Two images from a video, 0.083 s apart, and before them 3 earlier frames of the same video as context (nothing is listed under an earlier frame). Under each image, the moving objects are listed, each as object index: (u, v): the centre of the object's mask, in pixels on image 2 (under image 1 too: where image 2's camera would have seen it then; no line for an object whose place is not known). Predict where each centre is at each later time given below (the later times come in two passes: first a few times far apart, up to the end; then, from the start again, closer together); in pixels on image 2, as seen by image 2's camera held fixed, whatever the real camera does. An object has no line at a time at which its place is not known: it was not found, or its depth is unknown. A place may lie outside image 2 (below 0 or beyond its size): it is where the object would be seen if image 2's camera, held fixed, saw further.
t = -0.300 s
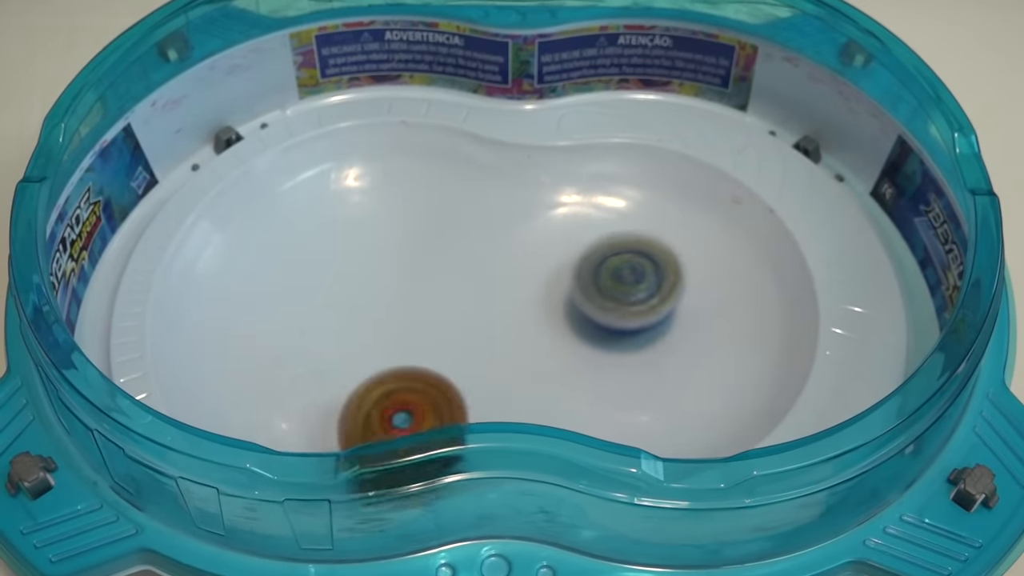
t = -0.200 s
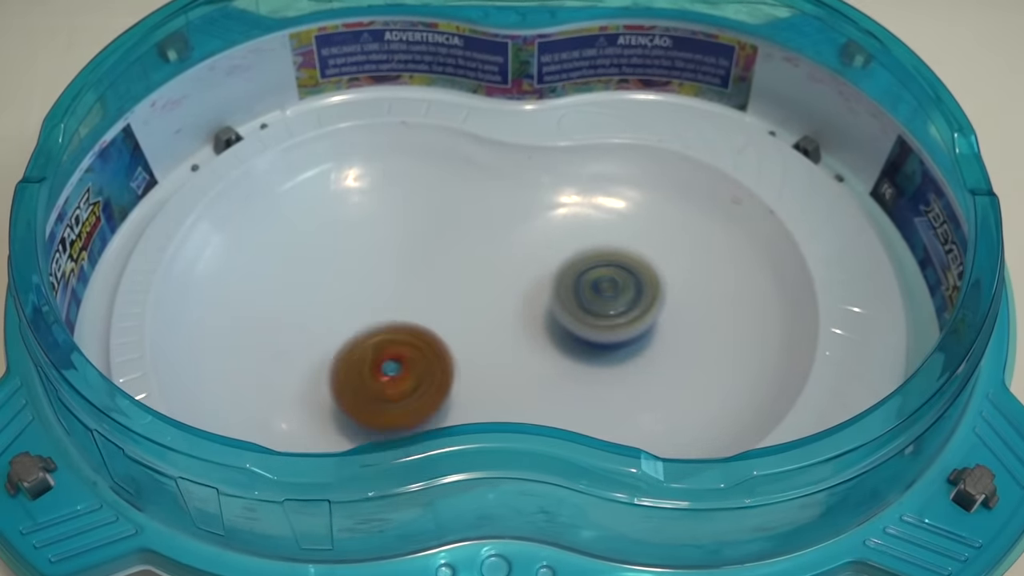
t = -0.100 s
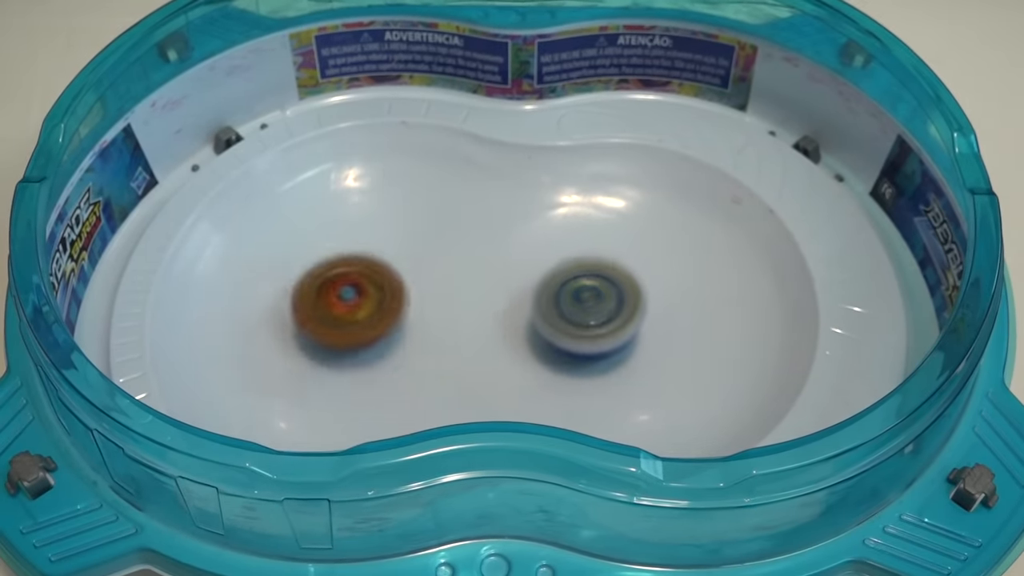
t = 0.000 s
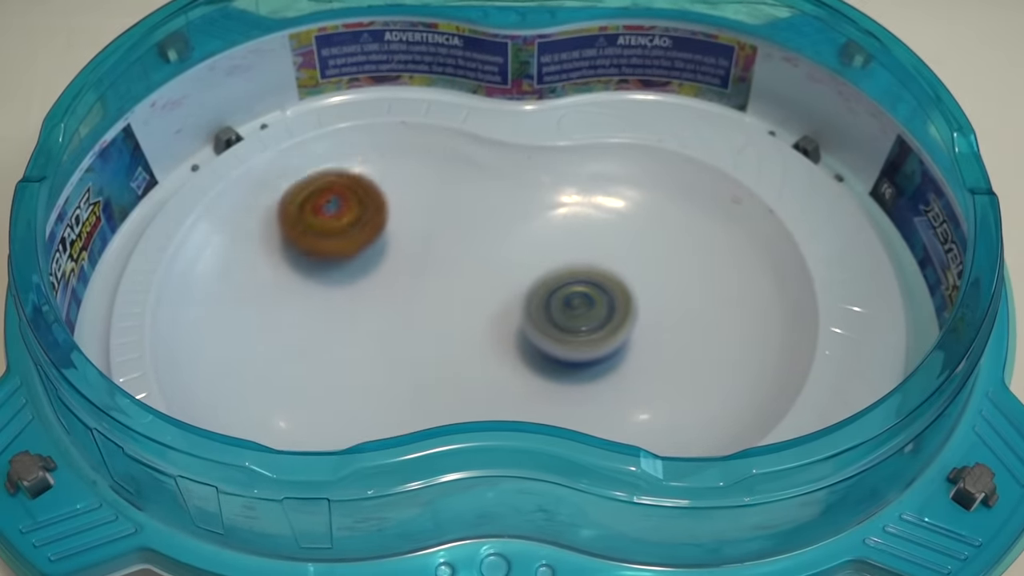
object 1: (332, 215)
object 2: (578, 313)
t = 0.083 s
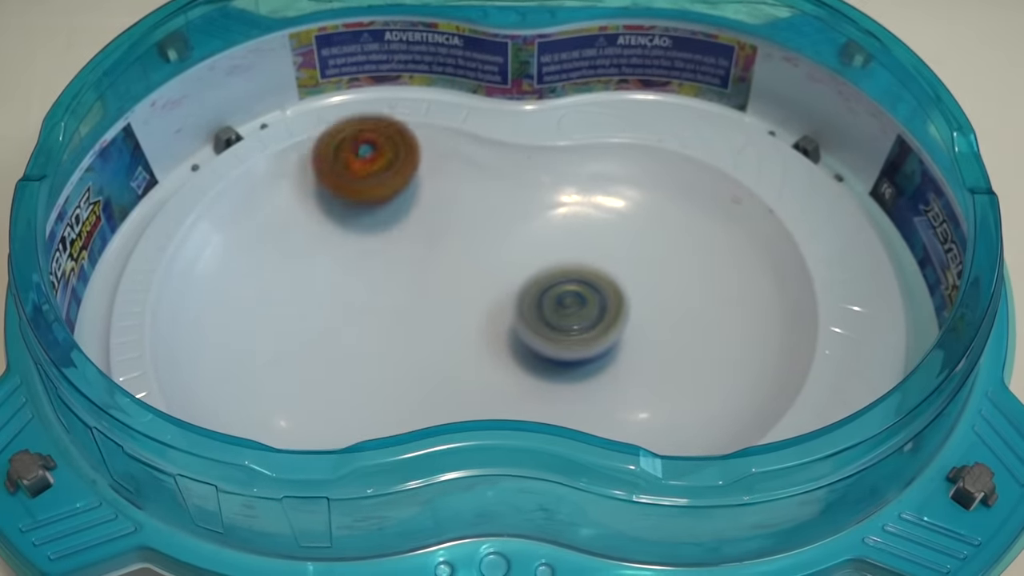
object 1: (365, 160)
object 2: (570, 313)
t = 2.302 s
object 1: (344, 234)
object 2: (585, 300)
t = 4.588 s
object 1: (282, 386)
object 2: (435, 277)
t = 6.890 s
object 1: (344, 324)
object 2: (437, 241)
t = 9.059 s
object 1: (446, 261)
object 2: (599, 302)
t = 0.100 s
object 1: (376, 155)
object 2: (568, 313)
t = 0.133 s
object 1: (399, 152)
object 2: (566, 315)
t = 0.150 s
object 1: (411, 156)
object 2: (566, 315)
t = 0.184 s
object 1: (436, 169)
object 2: (565, 314)
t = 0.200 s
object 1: (449, 180)
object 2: (563, 313)
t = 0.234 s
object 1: (471, 209)
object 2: (556, 313)
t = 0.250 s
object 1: (483, 226)
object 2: (555, 314)
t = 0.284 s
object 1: (484, 247)
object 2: (574, 330)
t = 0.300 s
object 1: (483, 255)
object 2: (586, 338)
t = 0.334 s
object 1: (479, 272)
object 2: (611, 351)
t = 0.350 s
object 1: (474, 281)
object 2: (623, 356)
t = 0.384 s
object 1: (460, 296)
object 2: (645, 365)
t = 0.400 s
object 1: (452, 299)
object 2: (656, 368)
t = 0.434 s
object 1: (434, 313)
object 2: (680, 370)
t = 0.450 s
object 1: (423, 314)
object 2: (691, 369)
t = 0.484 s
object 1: (400, 325)
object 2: (709, 362)
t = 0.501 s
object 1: (385, 329)
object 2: (716, 358)
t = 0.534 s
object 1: (355, 332)
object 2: (726, 344)
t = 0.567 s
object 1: (329, 331)
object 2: (729, 328)
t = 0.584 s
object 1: (316, 329)
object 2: (728, 319)
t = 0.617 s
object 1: (295, 322)
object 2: (721, 301)
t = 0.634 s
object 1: (286, 316)
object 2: (716, 292)
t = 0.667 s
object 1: (274, 302)
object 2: (700, 275)
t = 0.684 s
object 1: (270, 295)
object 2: (690, 267)
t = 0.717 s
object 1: (269, 278)
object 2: (667, 254)
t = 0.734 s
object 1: (273, 270)
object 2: (655, 249)
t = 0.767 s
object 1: (286, 257)
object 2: (629, 245)
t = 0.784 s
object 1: (295, 252)
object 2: (615, 244)
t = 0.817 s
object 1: (313, 242)
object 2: (589, 246)
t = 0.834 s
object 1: (323, 238)
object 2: (575, 247)
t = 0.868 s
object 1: (345, 235)
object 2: (549, 255)
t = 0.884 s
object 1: (357, 235)
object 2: (534, 262)
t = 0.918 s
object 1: (380, 242)
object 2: (504, 275)
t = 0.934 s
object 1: (387, 246)
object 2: (490, 283)
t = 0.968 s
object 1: (372, 252)
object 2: (492, 305)
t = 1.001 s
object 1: (351, 260)
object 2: (496, 326)
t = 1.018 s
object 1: (340, 264)
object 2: (500, 334)
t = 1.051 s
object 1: (321, 270)
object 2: (511, 349)
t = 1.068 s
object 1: (313, 272)
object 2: (519, 356)
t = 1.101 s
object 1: (302, 273)
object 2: (538, 364)
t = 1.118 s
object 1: (298, 272)
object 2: (550, 367)
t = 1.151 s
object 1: (293, 268)
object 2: (575, 370)
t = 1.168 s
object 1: (292, 265)
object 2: (589, 372)
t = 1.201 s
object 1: (294, 257)
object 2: (618, 374)
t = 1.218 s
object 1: (298, 253)
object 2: (633, 374)
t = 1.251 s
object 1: (308, 244)
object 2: (660, 373)
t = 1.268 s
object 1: (315, 241)
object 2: (673, 371)
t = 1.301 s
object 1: (331, 239)
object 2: (694, 364)
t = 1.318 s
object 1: (339, 241)
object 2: (702, 359)
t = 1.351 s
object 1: (357, 250)
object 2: (711, 345)
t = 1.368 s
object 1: (366, 257)
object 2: (712, 337)
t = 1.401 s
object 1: (380, 275)
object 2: (710, 319)
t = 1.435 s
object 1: (390, 297)
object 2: (700, 301)
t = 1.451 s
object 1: (393, 309)
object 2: (693, 292)
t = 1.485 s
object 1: (396, 336)
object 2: (673, 277)
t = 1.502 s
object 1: (395, 350)
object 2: (662, 270)
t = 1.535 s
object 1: (390, 376)
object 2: (636, 262)
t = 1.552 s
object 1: (384, 382)
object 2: (622, 259)
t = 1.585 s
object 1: (371, 399)
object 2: (595, 260)
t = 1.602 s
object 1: (364, 400)
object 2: (582, 260)
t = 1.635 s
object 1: (348, 407)
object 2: (553, 264)
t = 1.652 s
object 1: (339, 408)
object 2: (539, 267)
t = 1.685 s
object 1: (325, 404)
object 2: (510, 272)
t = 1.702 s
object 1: (320, 403)
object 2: (494, 274)
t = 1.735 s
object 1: (310, 397)
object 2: (462, 278)
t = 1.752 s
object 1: (303, 385)
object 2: (446, 281)
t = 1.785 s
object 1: (289, 366)
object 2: (414, 287)
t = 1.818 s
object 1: (281, 344)
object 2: (386, 294)
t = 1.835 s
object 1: (266, 338)
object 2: (382, 292)
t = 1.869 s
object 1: (237, 328)
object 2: (384, 283)
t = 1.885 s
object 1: (227, 321)
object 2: (382, 280)
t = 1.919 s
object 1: (214, 306)
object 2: (376, 276)
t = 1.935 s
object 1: (214, 297)
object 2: (371, 275)
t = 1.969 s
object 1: (226, 281)
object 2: (363, 275)
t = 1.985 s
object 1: (238, 274)
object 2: (360, 277)
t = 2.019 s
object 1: (237, 256)
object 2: (381, 282)
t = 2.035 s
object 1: (237, 245)
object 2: (395, 281)
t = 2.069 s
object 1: (244, 228)
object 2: (418, 280)
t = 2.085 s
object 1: (253, 223)
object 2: (427, 279)
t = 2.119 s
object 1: (272, 220)
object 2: (444, 275)
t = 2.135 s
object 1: (284, 219)
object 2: (451, 274)
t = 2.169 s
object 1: (318, 221)
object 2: (463, 270)
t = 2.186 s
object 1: (336, 225)
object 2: (467, 268)
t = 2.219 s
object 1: (369, 236)
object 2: (476, 267)
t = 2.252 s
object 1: (360, 231)
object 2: (521, 282)
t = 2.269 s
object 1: (357, 233)
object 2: (544, 289)
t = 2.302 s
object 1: (344, 234)
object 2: (585, 300)
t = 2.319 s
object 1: (339, 236)
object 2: (602, 303)
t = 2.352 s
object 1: (332, 242)
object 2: (636, 314)
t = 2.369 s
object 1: (332, 247)
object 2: (655, 318)
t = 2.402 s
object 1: (330, 262)
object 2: (685, 323)
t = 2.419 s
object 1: (330, 270)
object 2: (697, 323)
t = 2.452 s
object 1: (333, 286)
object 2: (720, 322)
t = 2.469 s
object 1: (333, 293)
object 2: (733, 319)
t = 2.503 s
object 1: (331, 305)
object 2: (750, 308)
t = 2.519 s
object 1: (333, 308)
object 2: (757, 301)
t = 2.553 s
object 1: (334, 316)
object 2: (762, 287)
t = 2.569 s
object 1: (331, 318)
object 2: (762, 279)
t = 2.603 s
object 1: (327, 322)
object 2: (754, 266)
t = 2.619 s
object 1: (326, 324)
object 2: (748, 260)
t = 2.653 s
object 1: (316, 327)
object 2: (735, 247)
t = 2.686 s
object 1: (309, 329)
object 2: (714, 237)
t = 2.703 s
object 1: (305, 330)
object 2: (704, 234)
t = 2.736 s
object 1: (297, 331)
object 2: (682, 235)
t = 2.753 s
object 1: (296, 331)
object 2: (669, 237)
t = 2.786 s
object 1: (298, 334)
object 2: (649, 249)
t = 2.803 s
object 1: (300, 337)
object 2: (640, 255)
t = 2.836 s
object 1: (310, 340)
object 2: (626, 270)
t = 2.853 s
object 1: (317, 344)
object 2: (620, 280)
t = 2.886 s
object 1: (329, 350)
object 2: (613, 300)
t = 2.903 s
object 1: (337, 351)
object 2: (610, 311)
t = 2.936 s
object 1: (351, 355)
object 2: (604, 330)
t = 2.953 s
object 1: (355, 356)
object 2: (602, 342)
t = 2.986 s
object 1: (364, 354)
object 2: (601, 360)
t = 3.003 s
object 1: (366, 353)
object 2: (601, 367)
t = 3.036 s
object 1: (364, 351)
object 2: (602, 384)
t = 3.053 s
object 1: (365, 350)
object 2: (607, 387)
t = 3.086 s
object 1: (363, 351)
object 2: (619, 395)
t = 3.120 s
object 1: (363, 353)
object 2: (635, 403)
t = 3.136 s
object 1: (364, 356)
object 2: (645, 405)
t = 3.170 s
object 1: (361, 363)
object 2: (661, 407)
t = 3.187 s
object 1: (364, 363)
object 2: (670, 409)
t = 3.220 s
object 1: (367, 366)
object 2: (691, 405)
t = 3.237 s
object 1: (369, 366)
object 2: (700, 399)
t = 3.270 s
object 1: (379, 366)
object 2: (712, 384)
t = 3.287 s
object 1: (380, 365)
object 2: (716, 375)
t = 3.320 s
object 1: (384, 360)
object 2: (714, 357)
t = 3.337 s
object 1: (384, 359)
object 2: (710, 349)
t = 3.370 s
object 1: (380, 353)
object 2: (694, 332)
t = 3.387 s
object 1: (380, 350)
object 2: (682, 326)
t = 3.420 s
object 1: (375, 343)
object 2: (660, 313)
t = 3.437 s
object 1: (373, 339)
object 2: (647, 310)
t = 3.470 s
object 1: (372, 334)
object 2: (620, 306)
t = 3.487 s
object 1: (370, 332)
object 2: (606, 303)
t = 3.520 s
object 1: (375, 326)
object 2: (576, 299)
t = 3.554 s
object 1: (382, 321)
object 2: (548, 296)
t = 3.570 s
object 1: (391, 316)
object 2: (534, 294)
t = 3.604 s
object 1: (394, 310)
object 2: (514, 291)
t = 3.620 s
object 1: (377, 307)
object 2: (523, 283)
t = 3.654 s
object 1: (346, 307)
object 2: (532, 273)
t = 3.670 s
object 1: (332, 302)
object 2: (537, 269)
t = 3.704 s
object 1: (313, 296)
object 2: (537, 260)
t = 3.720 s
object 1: (303, 290)
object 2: (536, 257)
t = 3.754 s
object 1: (296, 280)
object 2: (530, 249)
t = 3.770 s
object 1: (292, 273)
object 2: (523, 246)
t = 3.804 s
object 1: (295, 260)
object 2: (511, 240)
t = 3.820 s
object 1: (296, 254)
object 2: (501, 238)
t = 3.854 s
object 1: (312, 244)
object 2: (483, 236)
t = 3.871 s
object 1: (318, 241)
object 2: (470, 234)
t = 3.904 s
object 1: (335, 237)
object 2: (447, 235)
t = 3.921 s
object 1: (326, 234)
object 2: (450, 232)
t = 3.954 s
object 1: (316, 231)
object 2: (458, 227)
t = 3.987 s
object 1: (310, 229)
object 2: (458, 223)
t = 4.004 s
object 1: (310, 232)
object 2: (459, 221)
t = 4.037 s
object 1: (311, 234)
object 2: (457, 215)
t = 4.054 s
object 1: (314, 239)
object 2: (457, 211)
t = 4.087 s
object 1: (321, 243)
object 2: (456, 204)
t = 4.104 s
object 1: (325, 248)
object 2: (454, 201)
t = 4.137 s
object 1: (335, 253)
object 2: (450, 195)
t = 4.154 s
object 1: (339, 258)
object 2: (447, 194)
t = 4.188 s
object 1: (351, 263)
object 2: (437, 191)
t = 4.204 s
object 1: (355, 265)
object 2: (431, 191)
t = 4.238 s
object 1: (358, 273)
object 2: (425, 187)
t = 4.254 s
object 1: (356, 276)
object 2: (418, 186)
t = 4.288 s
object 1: (356, 288)
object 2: (407, 192)
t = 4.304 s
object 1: (352, 294)
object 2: (401, 196)
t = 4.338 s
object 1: (348, 305)
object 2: (389, 210)
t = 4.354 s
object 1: (341, 311)
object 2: (385, 218)
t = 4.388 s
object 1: (330, 324)
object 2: (380, 235)
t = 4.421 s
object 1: (311, 349)
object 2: (387, 239)
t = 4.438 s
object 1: (301, 359)
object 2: (391, 240)
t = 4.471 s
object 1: (290, 376)
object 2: (401, 247)
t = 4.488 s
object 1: (285, 379)
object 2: (406, 249)
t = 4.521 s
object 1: (284, 386)
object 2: (416, 256)
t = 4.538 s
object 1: (281, 387)
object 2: (420, 261)
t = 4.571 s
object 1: (280, 388)
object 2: (430, 271)
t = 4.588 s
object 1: (282, 386)
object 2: (435, 277)
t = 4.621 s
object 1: (283, 377)
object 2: (445, 287)
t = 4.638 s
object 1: (287, 373)
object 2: (452, 292)
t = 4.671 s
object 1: (289, 361)
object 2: (464, 301)
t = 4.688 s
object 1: (290, 355)
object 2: (471, 306)
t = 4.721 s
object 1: (296, 346)
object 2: (485, 316)
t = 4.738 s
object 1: (298, 342)
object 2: (493, 322)
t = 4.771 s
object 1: (310, 335)
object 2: (508, 331)
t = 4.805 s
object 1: (327, 331)
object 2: (523, 341)
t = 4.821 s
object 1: (333, 331)
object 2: (531, 345)
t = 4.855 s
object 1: (352, 330)
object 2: (549, 355)
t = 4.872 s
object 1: (361, 330)
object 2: (559, 358)
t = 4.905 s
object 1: (382, 334)
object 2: (576, 367)
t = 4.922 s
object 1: (394, 335)
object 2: (586, 370)
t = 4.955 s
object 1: (410, 341)
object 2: (605, 378)
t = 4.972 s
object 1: (420, 345)
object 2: (615, 381)
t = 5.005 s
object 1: (438, 352)
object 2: (635, 387)
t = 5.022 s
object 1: (444, 354)
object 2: (646, 390)
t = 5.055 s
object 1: (458, 356)
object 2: (668, 391)
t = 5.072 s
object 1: (463, 354)
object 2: (677, 391)
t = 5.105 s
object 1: (471, 353)
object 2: (697, 384)
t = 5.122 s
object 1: (478, 351)
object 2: (703, 382)
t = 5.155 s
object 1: (488, 348)
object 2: (717, 365)
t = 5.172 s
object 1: (491, 349)
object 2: (722, 360)
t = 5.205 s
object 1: (502, 345)
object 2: (726, 342)
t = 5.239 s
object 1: (516, 340)
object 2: (725, 321)
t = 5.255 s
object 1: (521, 337)
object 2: (720, 313)
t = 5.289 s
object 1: (537, 327)
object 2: (709, 298)
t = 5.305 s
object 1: (546, 321)
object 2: (701, 293)
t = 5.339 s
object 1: (559, 311)
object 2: (682, 284)
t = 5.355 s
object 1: (559, 313)
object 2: (678, 283)
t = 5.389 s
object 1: (503, 322)
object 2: (715, 263)
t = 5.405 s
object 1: (471, 325)
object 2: (735, 250)
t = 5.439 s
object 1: (416, 333)
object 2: (748, 228)
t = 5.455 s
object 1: (393, 335)
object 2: (750, 219)
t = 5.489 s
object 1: (345, 336)
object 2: (743, 208)
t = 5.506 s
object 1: (320, 333)
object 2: (735, 208)
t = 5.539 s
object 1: (282, 325)
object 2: (709, 210)
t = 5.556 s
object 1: (270, 320)
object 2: (695, 212)
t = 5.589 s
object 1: (245, 305)
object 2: (663, 214)
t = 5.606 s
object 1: (234, 295)
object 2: (650, 215)
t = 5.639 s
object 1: (227, 275)
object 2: (626, 220)
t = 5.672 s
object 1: (230, 256)
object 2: (607, 226)
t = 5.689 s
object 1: (236, 249)
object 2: (598, 233)
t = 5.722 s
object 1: (254, 237)
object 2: (582, 241)
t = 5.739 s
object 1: (265, 230)
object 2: (572, 247)
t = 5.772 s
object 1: (292, 222)
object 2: (554, 256)
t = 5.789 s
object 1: (308, 222)
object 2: (547, 263)
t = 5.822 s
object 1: (332, 221)
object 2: (529, 274)
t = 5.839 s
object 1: (342, 219)
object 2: (520, 278)
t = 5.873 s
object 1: (363, 223)
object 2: (505, 285)
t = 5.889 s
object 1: (372, 226)
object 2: (496, 289)
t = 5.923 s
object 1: (389, 232)
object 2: (481, 296)
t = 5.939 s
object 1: (396, 237)
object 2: (473, 299)
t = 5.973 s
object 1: (383, 219)
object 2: (476, 331)
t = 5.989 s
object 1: (374, 211)
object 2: (477, 343)
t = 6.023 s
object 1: (355, 199)
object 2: (480, 363)
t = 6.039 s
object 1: (349, 193)
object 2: (481, 370)
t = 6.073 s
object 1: (337, 193)
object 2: (486, 377)
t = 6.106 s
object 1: (331, 200)
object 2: (493, 379)
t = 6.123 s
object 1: (329, 205)
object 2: (499, 380)
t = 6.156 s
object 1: (336, 217)
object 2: (511, 380)
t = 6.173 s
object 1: (341, 228)
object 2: (516, 380)
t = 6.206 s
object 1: (350, 243)
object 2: (530, 380)
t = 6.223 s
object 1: (357, 247)
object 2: (539, 379)
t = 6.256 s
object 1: (367, 259)
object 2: (552, 379)
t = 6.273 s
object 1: (367, 264)
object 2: (556, 378)
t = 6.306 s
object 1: (375, 272)
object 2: (565, 377)
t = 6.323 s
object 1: (381, 279)
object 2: (568, 376)
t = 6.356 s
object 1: (386, 286)
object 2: (571, 373)
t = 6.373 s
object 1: (390, 286)
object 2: (571, 371)
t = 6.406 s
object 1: (393, 292)
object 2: (571, 363)
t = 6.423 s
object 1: (391, 291)
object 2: (571, 360)
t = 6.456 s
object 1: (388, 292)
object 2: (565, 352)
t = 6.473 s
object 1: (386, 294)
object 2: (560, 346)
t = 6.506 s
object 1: (376, 293)
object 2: (550, 337)
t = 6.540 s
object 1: (366, 293)
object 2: (539, 327)
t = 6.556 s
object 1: (364, 294)
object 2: (535, 322)
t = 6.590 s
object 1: (356, 294)
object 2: (524, 312)
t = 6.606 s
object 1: (351, 294)
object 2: (517, 307)
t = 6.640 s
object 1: (345, 298)
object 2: (506, 298)
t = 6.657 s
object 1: (342, 300)
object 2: (503, 295)
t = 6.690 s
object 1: (337, 301)
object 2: (492, 287)
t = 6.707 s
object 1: (339, 303)
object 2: (484, 282)
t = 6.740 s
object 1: (338, 305)
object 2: (473, 274)
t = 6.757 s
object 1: (341, 306)
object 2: (470, 271)
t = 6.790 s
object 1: (343, 309)
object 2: (460, 264)
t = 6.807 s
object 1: (342, 311)
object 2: (453, 259)
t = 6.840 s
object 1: (347, 313)
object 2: (443, 254)
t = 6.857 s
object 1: (348, 316)
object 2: (440, 253)
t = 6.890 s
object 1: (344, 324)
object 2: (437, 241)
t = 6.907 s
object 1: (343, 328)
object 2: (438, 233)
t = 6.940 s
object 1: (341, 334)
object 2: (435, 219)
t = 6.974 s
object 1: (344, 335)
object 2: (431, 206)
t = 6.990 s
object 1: (348, 336)
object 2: (430, 202)
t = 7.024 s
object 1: (353, 335)
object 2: (425, 194)
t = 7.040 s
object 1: (357, 333)
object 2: (420, 189)
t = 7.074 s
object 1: (362, 328)
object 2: (414, 184)
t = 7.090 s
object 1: (366, 326)
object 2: (412, 182)
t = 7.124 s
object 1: (373, 324)
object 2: (405, 179)
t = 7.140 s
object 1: (373, 322)
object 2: (401, 179)
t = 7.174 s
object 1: (380, 318)
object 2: (392, 179)
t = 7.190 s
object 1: (381, 318)
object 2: (387, 178)
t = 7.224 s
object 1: (385, 314)
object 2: (380, 181)
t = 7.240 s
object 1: (387, 313)
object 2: (376, 184)
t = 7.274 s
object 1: (391, 311)
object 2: (371, 188)
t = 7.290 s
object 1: (393, 310)
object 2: (369, 191)
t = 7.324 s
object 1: (396, 308)
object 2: (369, 202)
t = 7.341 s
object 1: (399, 306)
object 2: (370, 207)
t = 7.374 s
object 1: (400, 305)
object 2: (374, 216)
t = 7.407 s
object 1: (403, 312)
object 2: (378, 218)
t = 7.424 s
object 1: (407, 313)
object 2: (379, 222)
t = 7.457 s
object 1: (408, 317)
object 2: (386, 227)
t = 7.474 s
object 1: (411, 318)
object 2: (388, 227)
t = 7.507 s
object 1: (413, 327)
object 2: (393, 227)
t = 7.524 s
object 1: (413, 328)
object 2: (395, 226)
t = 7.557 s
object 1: (414, 335)
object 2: (400, 226)
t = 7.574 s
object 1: (410, 336)
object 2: (401, 227)
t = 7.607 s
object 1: (408, 338)
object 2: (405, 226)
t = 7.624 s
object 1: (403, 341)
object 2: (406, 226)
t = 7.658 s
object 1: (398, 341)
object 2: (407, 225)
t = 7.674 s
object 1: (396, 344)
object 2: (407, 227)
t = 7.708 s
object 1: (388, 344)
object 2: (405, 230)
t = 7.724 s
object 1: (387, 344)
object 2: (404, 233)
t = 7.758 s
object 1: (379, 346)
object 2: (399, 241)
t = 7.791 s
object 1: (375, 343)
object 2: (397, 248)
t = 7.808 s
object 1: (371, 345)
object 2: (395, 253)
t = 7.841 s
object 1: (362, 352)
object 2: (397, 256)
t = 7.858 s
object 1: (359, 357)
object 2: (396, 256)
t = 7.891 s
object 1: (351, 363)
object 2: (398, 258)
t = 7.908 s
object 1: (349, 365)
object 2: (400, 260)
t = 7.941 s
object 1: (343, 365)
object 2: (399, 265)
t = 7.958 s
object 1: (343, 364)
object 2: (399, 270)
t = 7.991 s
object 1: (338, 361)
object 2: (402, 276)
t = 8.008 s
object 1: (338, 360)
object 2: (404, 277)
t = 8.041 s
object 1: (327, 365)
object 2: (411, 279)
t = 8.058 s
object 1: (323, 364)
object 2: (415, 281)
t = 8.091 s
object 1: (314, 368)
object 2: (424, 282)
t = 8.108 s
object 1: (313, 366)
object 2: (429, 283)
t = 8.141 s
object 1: (310, 366)
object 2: (435, 287)
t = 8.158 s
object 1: (308, 363)
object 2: (439, 289)
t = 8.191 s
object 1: (310, 362)
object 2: (448, 292)
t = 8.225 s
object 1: (310, 358)
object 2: (454, 295)
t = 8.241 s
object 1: (313, 355)
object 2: (458, 297)
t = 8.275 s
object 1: (316, 352)
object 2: (467, 301)
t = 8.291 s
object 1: (322, 348)
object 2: (470, 301)
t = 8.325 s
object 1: (329, 345)
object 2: (476, 306)
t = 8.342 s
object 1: (334, 341)
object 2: (480, 309)
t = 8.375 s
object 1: (343, 339)
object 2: (489, 311)
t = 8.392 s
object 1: (348, 335)
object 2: (491, 314)
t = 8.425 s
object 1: (359, 333)
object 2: (497, 318)
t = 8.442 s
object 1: (363, 330)
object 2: (500, 321)
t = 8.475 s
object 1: (376, 326)
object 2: (509, 322)
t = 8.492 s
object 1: (380, 323)
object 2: (512, 324)
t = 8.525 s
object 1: (392, 320)
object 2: (521, 328)
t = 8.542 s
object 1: (395, 318)
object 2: (525, 328)
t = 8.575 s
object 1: (406, 314)
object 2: (532, 329)
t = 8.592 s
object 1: (408, 313)
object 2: (536, 330)
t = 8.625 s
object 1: (419, 308)
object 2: (545, 330)
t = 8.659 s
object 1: (424, 304)
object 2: (552, 329)
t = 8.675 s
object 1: (430, 301)
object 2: (555, 329)
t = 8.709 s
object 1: (434, 297)
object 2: (564, 326)
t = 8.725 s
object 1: (440, 293)
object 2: (566, 325)
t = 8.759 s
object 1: (443, 289)
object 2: (570, 323)
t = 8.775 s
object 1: (448, 286)
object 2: (571, 323)
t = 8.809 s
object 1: (451, 282)
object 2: (574, 318)
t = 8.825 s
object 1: (455, 278)
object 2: (573, 316)
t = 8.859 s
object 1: (458, 275)
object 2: (575, 311)
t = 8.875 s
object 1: (461, 274)
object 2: (574, 308)
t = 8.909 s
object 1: (464, 271)
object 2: (569, 304)
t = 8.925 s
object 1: (462, 269)
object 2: (573, 304)
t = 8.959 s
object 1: (456, 265)
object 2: (578, 302)
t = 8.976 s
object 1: (456, 263)
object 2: (582, 301)
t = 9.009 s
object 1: (451, 261)
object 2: (589, 302)
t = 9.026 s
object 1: (450, 261)
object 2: (594, 301)
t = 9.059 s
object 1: (446, 261)
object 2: (599, 302)
